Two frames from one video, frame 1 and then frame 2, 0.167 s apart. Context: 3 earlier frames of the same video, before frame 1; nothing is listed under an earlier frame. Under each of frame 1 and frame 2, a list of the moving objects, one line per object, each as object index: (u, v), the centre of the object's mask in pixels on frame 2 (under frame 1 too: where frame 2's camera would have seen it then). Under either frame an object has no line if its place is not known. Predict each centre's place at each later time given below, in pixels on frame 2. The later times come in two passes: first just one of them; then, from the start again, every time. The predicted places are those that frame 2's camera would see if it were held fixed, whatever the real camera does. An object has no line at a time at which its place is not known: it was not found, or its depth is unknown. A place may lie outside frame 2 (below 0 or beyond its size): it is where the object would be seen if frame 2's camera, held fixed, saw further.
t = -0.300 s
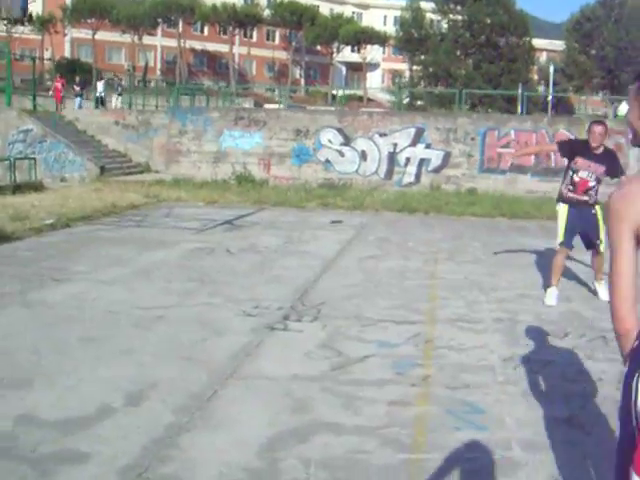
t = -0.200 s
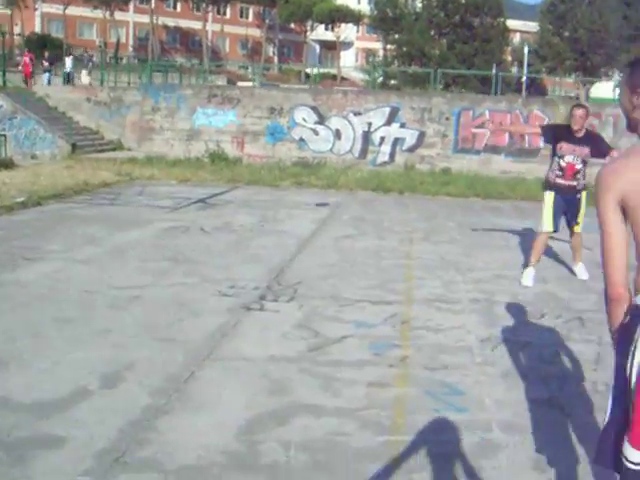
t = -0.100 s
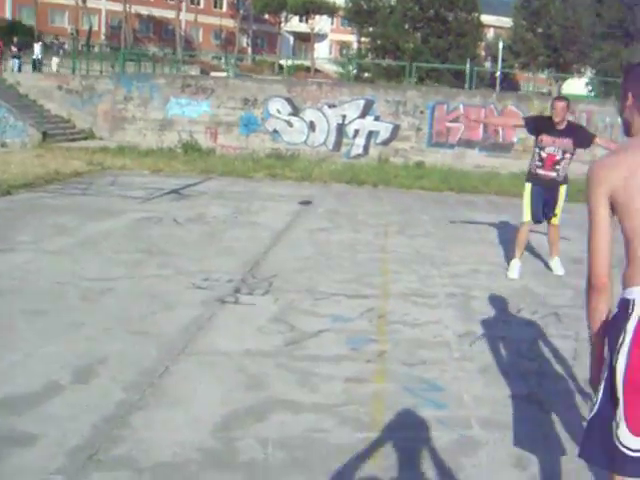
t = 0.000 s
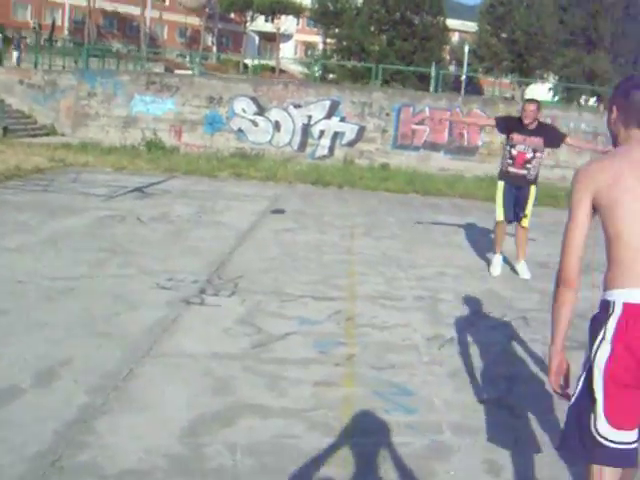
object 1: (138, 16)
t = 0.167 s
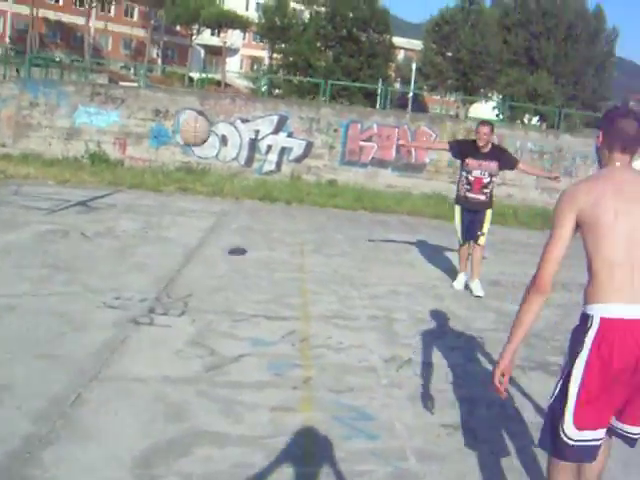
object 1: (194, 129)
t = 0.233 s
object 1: (213, 190)
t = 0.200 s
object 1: (205, 158)
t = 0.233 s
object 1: (213, 190)
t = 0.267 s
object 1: (224, 221)
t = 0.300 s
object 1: (231, 255)
